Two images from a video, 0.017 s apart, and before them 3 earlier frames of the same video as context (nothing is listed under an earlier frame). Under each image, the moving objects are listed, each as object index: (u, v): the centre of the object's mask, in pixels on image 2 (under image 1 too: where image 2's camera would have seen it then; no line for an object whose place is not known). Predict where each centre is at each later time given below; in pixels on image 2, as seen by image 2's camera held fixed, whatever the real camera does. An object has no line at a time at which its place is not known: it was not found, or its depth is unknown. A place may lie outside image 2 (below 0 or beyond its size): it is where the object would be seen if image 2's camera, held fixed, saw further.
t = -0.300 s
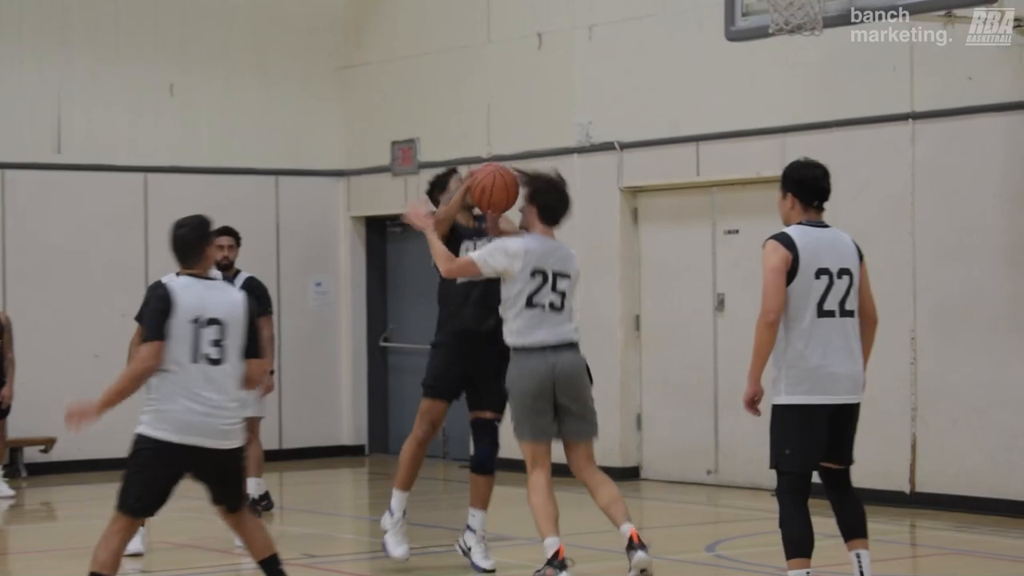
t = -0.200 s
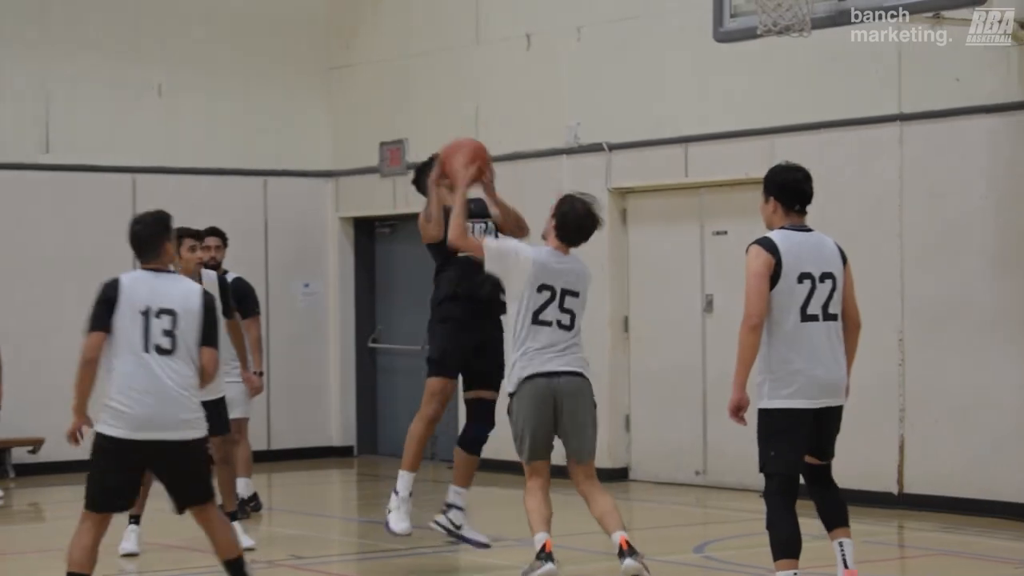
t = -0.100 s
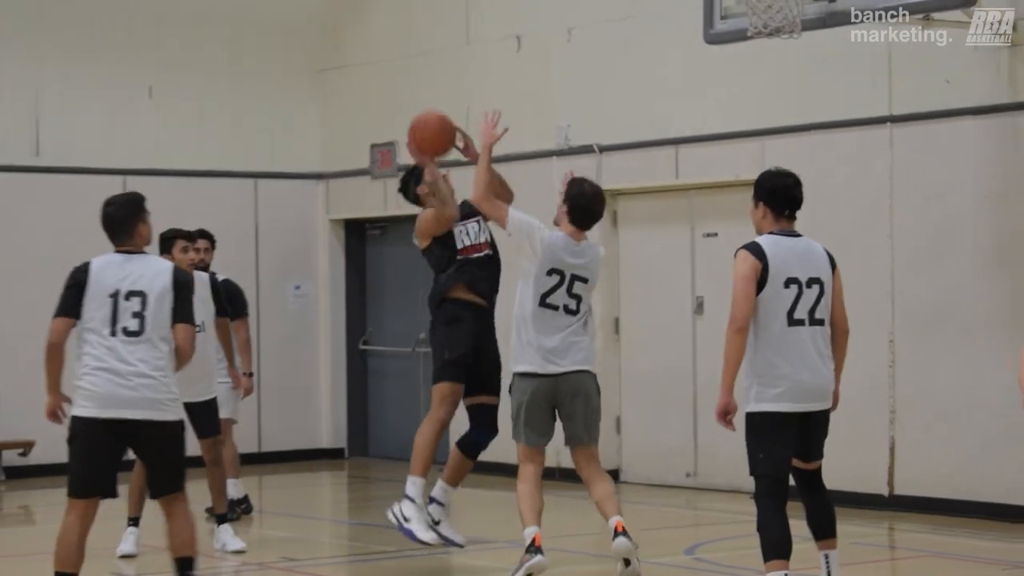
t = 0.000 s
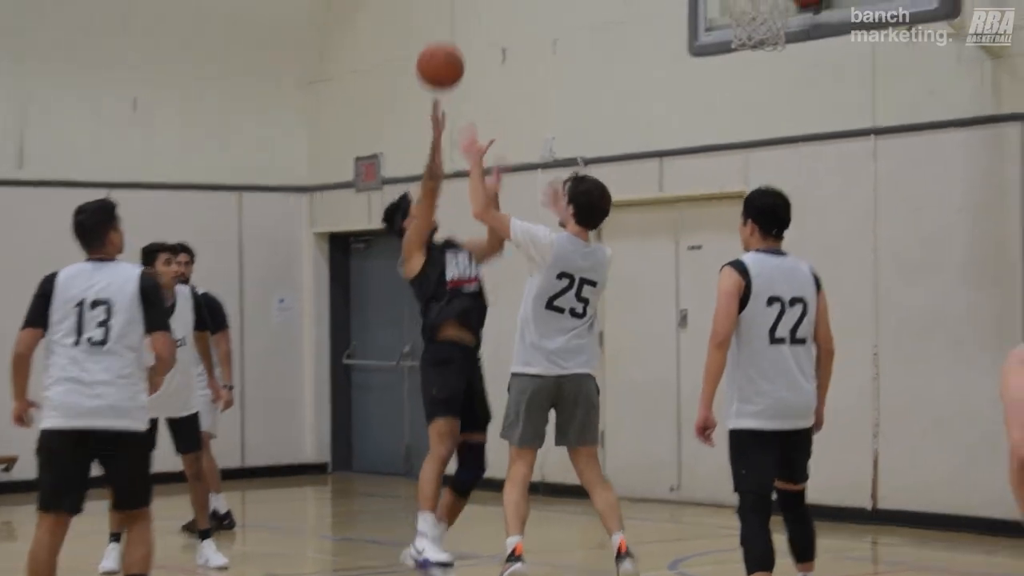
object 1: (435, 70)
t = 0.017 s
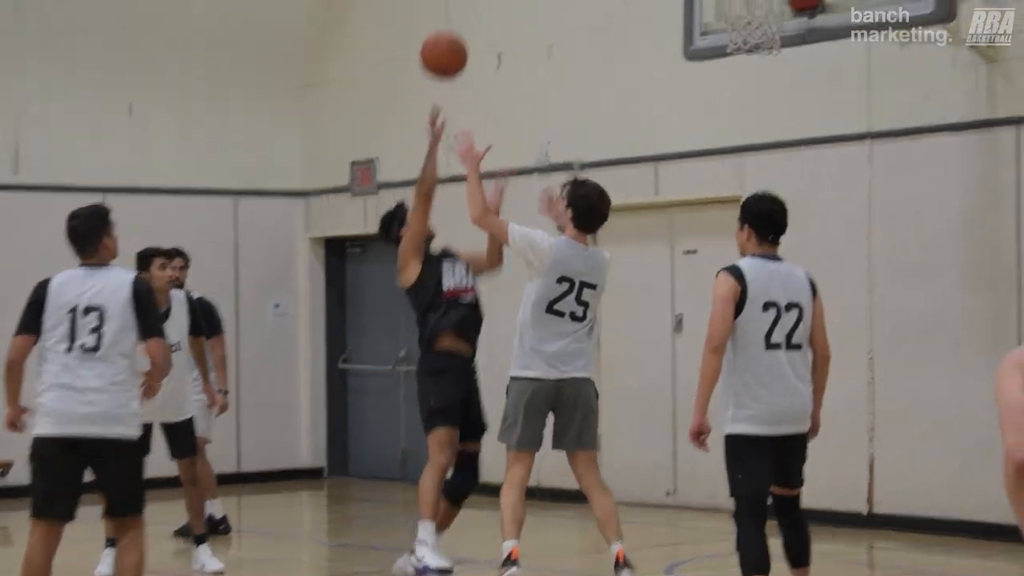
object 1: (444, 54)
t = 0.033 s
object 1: (452, 39)
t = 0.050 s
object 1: (461, 25)
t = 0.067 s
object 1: (468, 11)
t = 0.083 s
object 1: (476, -2)
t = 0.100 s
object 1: (485, -14)
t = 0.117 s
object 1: (492, -24)
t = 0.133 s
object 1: (501, -34)
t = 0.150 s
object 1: (509, -45)
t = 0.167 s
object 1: (516, -55)
